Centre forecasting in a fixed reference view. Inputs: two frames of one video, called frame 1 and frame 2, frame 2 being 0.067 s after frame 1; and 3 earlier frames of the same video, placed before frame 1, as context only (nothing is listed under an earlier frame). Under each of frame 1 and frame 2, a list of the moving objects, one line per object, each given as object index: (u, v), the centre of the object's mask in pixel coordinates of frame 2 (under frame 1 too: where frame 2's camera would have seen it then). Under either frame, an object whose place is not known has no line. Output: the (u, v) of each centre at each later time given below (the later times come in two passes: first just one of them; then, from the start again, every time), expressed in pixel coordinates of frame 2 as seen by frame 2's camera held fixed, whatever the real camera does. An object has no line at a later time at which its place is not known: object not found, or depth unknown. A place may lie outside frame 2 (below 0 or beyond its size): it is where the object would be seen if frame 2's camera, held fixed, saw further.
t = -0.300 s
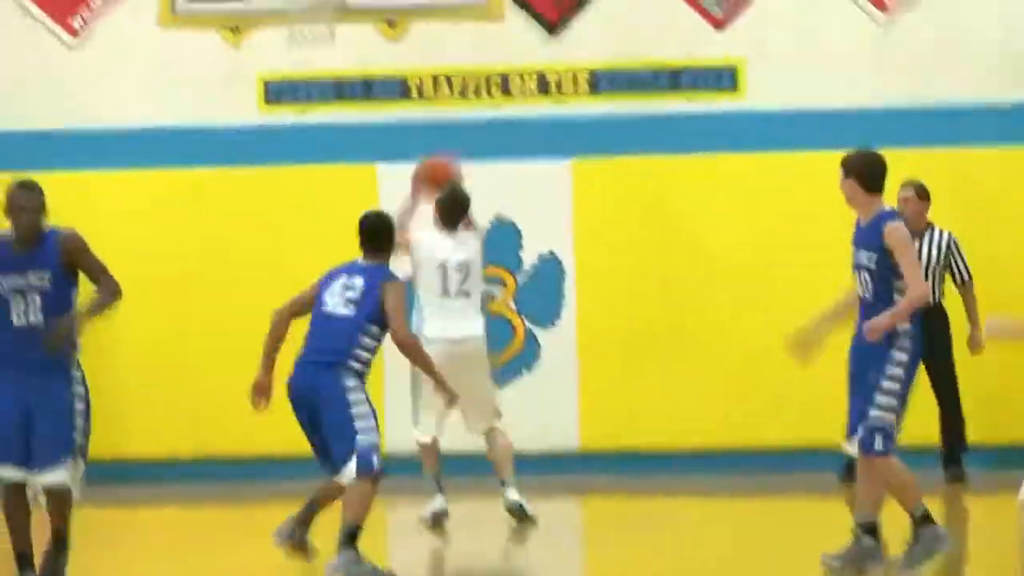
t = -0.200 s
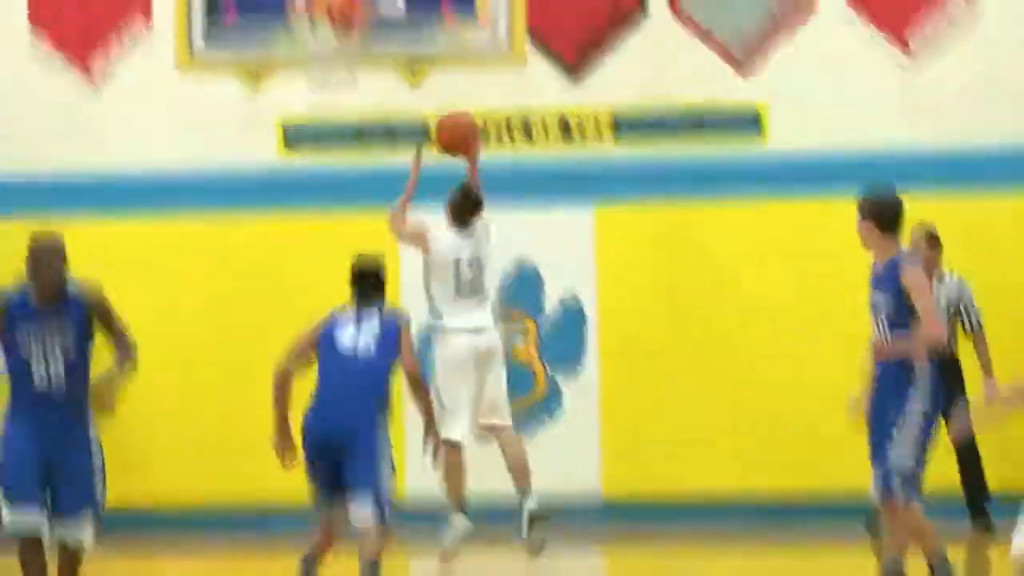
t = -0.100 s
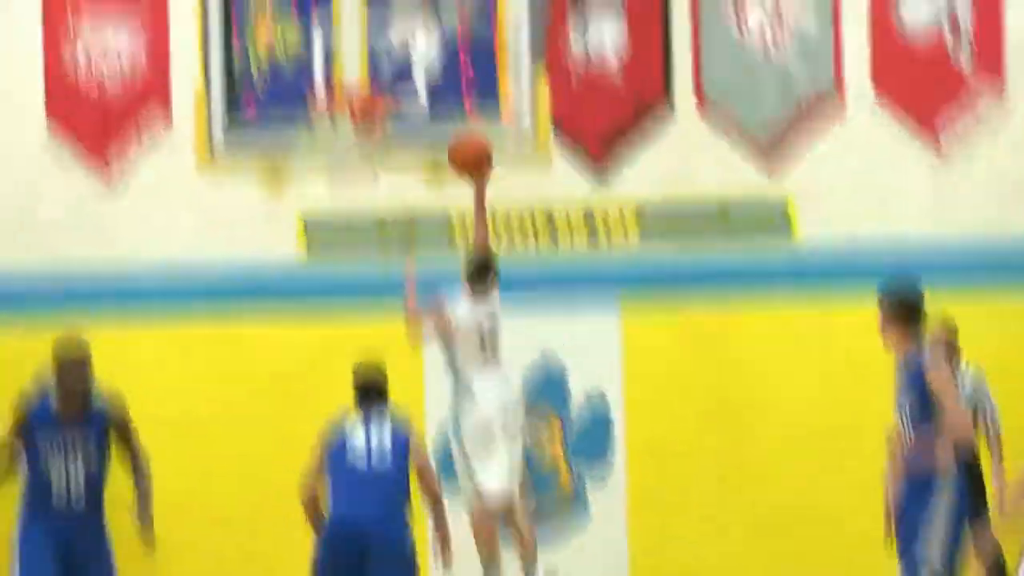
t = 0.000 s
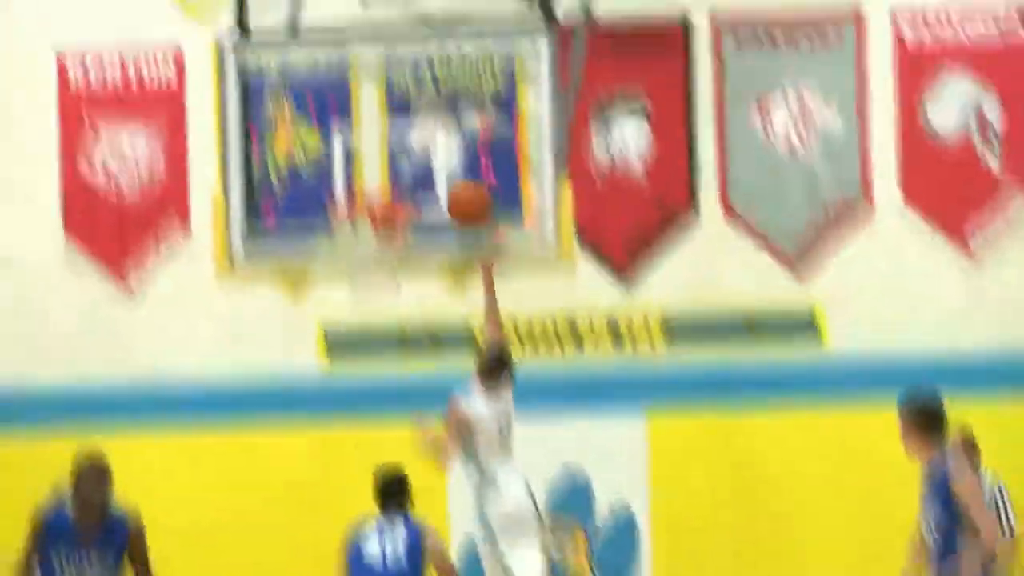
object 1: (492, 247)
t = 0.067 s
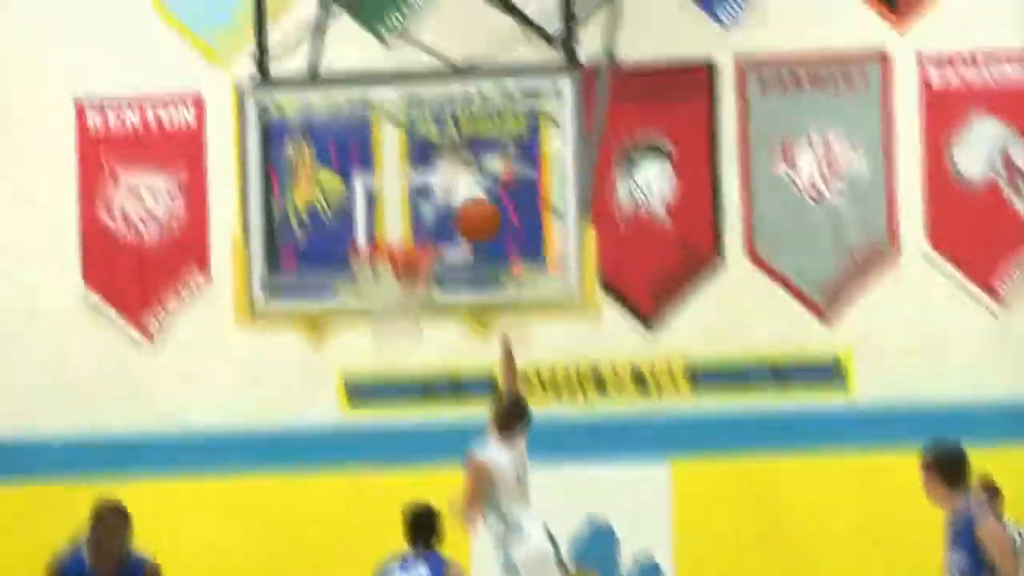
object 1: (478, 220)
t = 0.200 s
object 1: (457, 204)
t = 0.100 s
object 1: (474, 212)
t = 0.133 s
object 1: (467, 207)
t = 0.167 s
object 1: (462, 205)
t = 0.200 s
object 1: (457, 204)
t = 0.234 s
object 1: (452, 206)
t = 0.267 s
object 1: (446, 209)
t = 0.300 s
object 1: (443, 215)
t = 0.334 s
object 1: (437, 224)
